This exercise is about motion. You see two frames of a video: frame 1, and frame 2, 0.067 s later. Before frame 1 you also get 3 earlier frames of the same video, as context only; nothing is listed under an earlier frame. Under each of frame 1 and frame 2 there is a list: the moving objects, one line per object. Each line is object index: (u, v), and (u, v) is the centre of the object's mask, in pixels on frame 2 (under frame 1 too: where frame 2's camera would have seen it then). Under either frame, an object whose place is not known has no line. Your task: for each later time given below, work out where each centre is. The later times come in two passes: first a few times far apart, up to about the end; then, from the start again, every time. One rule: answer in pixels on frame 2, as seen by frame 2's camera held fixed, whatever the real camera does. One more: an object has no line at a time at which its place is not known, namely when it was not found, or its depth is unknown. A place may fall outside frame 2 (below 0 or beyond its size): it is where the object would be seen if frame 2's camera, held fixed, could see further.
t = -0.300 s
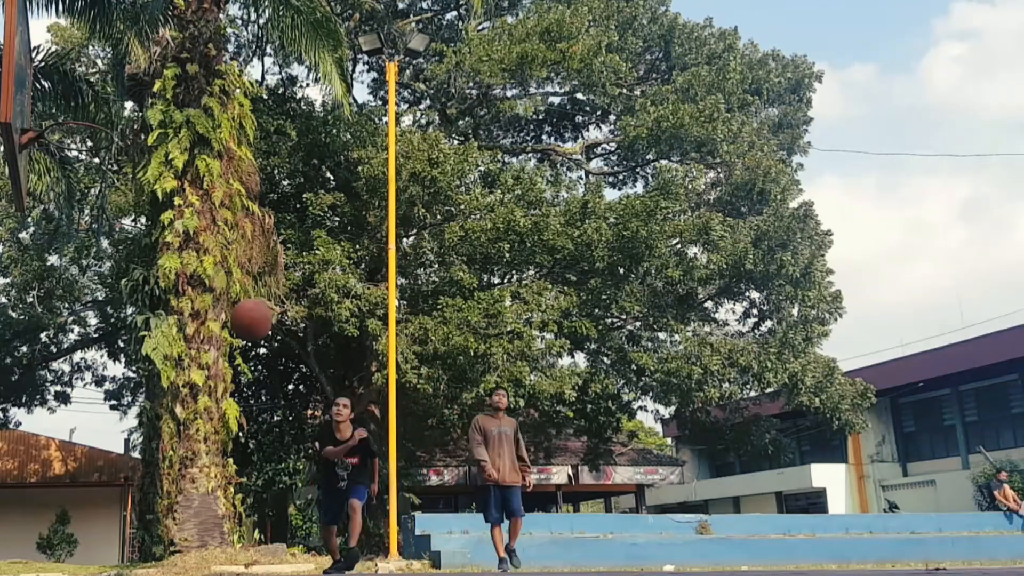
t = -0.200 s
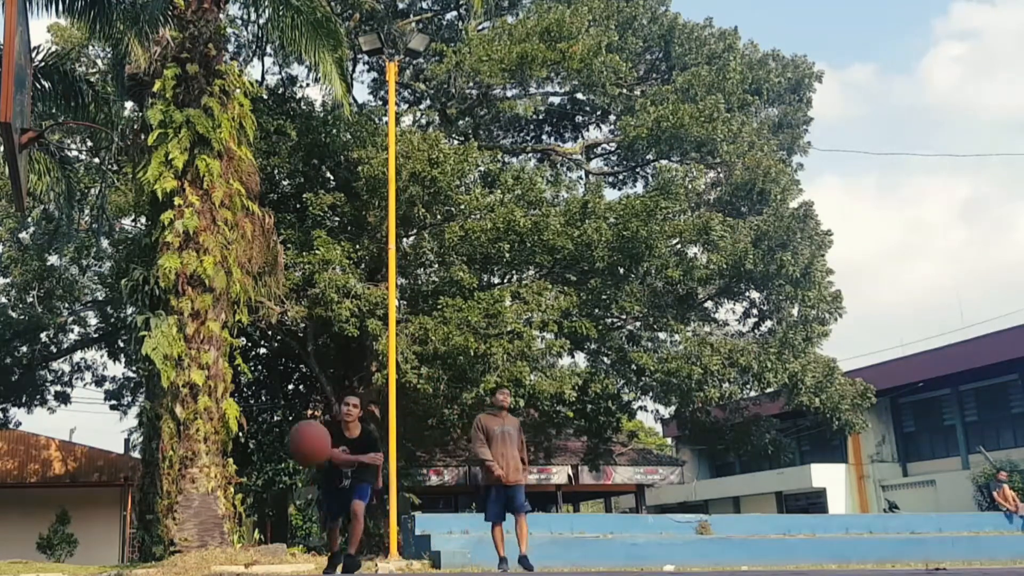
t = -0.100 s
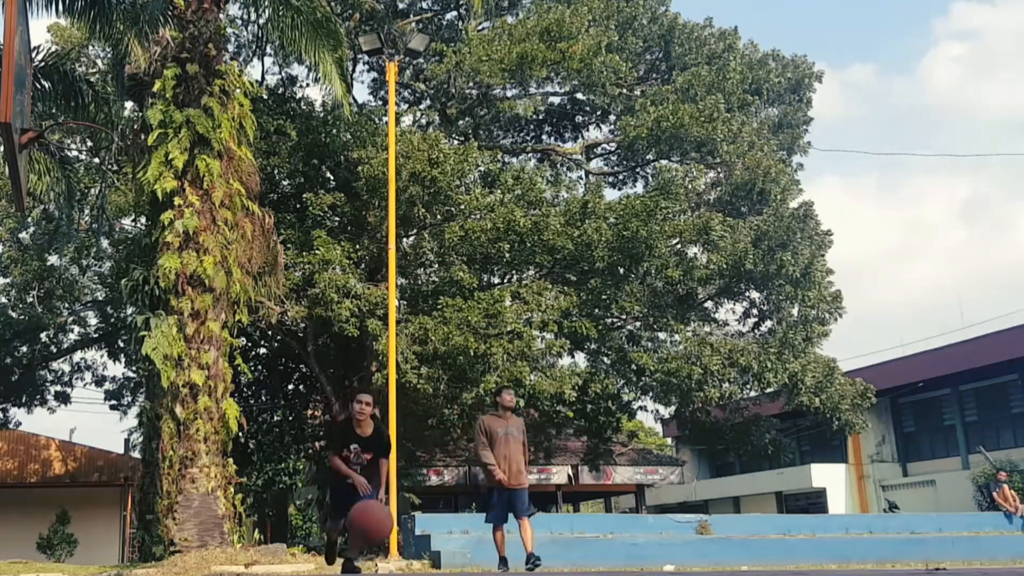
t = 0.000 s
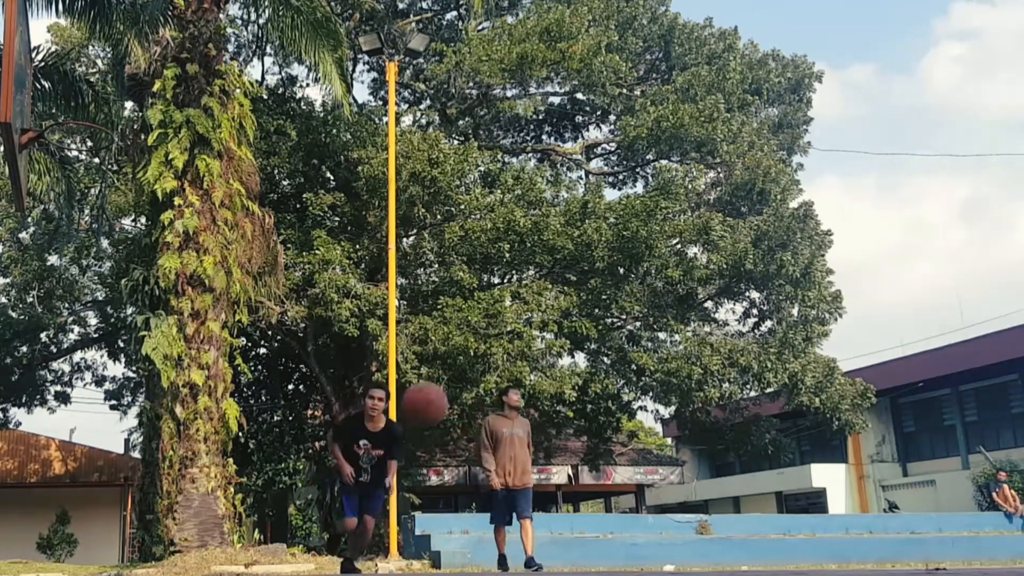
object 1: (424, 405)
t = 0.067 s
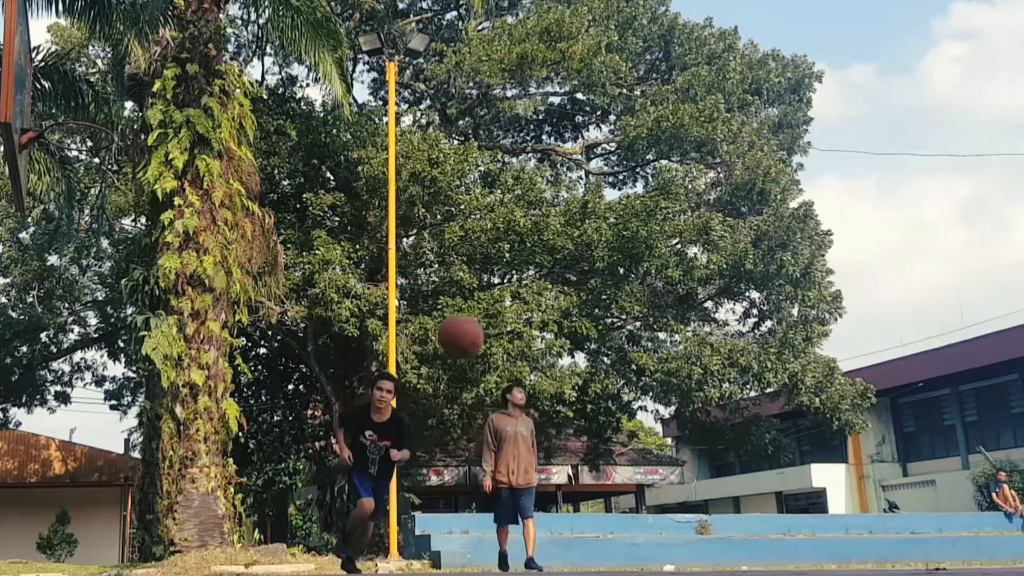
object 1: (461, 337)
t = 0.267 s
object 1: (573, 181)
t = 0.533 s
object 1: (736, 78)
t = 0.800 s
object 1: (921, 96)
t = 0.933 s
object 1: (1014, 157)
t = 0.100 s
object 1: (479, 305)
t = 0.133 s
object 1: (498, 276)
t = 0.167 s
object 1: (516, 250)
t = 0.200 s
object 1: (535, 225)
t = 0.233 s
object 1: (554, 202)
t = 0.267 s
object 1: (573, 181)
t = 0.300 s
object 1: (592, 161)
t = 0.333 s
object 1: (611, 144)
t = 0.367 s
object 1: (632, 128)
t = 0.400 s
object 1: (652, 114)
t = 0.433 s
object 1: (673, 102)
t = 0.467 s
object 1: (694, 92)
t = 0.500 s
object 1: (714, 84)
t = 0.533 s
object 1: (736, 78)
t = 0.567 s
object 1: (757, 72)
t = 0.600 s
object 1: (779, 69)
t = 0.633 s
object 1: (801, 69)
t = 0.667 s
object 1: (825, 70)
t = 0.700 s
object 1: (849, 73)
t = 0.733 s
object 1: (872, 79)
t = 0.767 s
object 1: (897, 86)
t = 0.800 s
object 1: (921, 96)
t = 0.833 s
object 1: (947, 107)
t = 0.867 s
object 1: (973, 121)
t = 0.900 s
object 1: (999, 138)
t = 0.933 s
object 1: (1014, 157)
